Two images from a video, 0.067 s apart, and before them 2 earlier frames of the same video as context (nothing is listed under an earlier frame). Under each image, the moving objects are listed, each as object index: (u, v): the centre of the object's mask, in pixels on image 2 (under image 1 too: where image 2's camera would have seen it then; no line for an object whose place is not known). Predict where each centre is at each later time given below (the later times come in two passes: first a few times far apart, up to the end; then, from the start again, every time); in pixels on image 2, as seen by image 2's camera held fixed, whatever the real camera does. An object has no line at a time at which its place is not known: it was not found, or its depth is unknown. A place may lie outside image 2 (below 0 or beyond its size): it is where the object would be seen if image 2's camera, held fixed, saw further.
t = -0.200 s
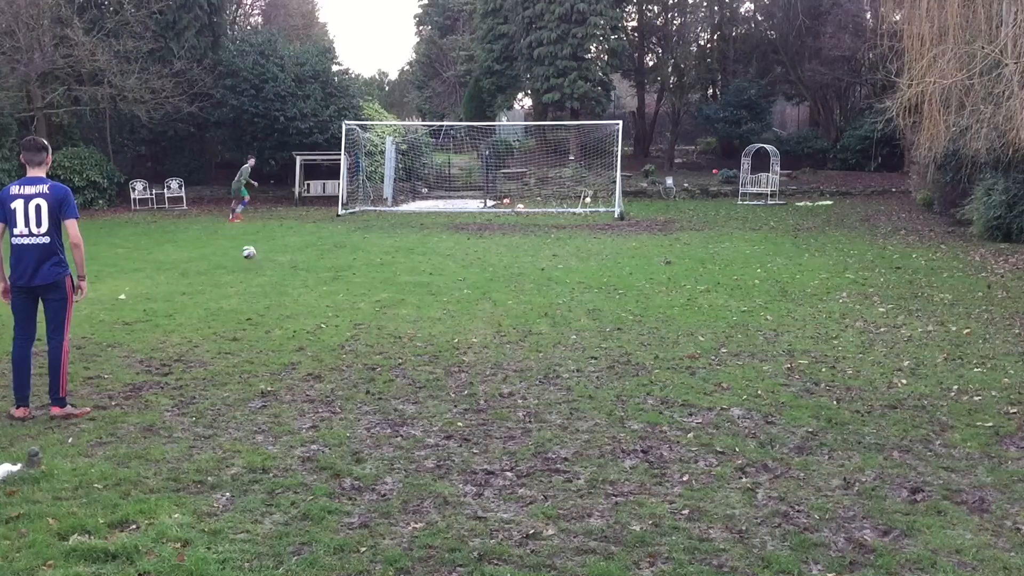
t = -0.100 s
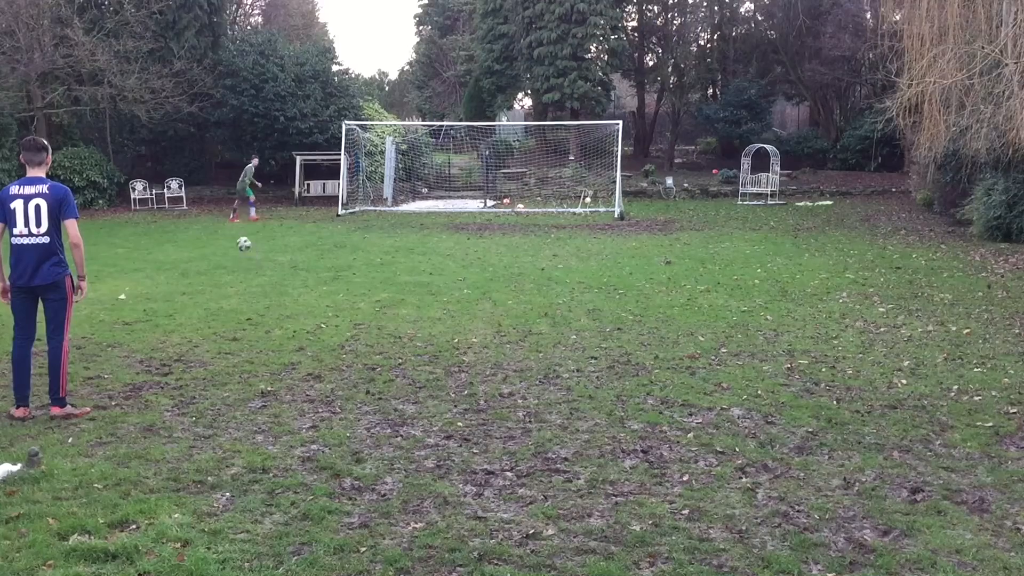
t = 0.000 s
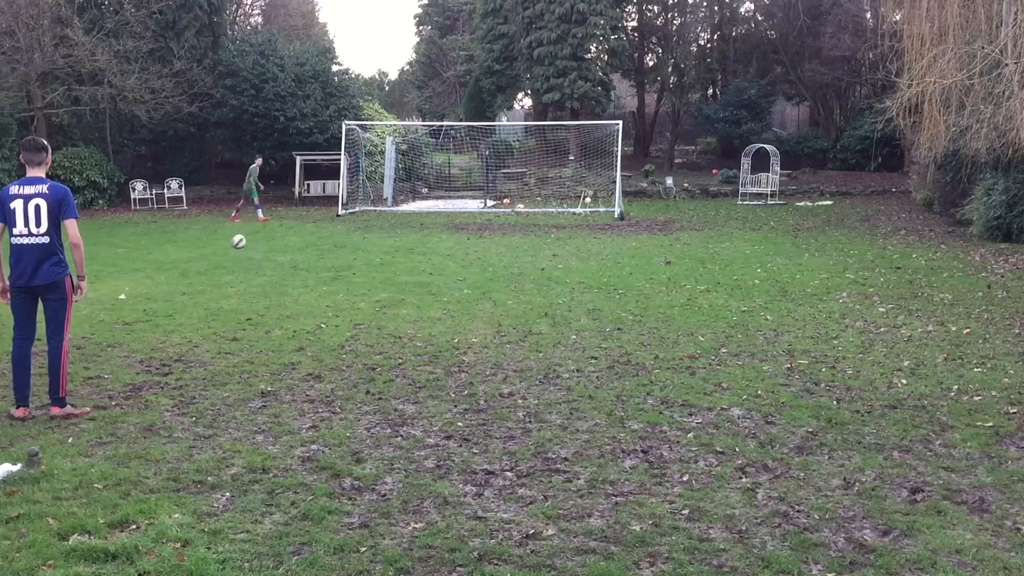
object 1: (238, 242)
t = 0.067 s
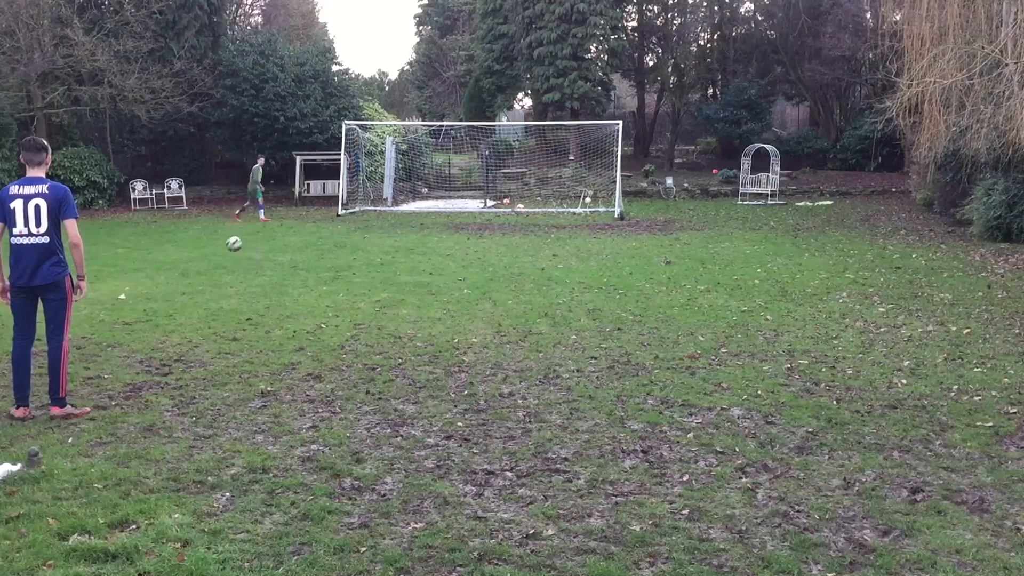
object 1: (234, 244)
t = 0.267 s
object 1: (221, 274)
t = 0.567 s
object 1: (190, 296)
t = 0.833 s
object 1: (156, 335)
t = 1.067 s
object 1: (113, 336)
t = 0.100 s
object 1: (232, 246)
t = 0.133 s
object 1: (230, 250)
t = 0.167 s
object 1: (228, 255)
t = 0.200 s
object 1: (225, 260)
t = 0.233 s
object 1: (223, 266)
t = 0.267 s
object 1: (221, 274)
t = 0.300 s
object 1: (218, 283)
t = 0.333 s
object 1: (215, 293)
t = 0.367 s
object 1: (213, 305)
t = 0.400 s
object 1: (208, 303)
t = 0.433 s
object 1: (205, 300)
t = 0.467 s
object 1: (202, 297)
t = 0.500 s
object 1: (197, 295)
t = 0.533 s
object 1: (194, 295)
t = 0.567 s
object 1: (190, 296)
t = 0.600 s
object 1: (186, 297)
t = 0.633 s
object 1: (182, 299)
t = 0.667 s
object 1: (178, 303)
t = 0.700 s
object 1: (174, 308)
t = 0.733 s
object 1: (170, 314)
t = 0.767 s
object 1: (166, 322)
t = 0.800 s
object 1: (161, 330)
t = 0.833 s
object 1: (156, 335)
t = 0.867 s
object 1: (150, 332)
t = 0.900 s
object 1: (144, 330)
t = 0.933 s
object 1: (138, 329)
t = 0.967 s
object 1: (132, 329)
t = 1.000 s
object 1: (125, 330)
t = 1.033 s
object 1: (119, 333)
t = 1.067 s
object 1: (113, 336)
